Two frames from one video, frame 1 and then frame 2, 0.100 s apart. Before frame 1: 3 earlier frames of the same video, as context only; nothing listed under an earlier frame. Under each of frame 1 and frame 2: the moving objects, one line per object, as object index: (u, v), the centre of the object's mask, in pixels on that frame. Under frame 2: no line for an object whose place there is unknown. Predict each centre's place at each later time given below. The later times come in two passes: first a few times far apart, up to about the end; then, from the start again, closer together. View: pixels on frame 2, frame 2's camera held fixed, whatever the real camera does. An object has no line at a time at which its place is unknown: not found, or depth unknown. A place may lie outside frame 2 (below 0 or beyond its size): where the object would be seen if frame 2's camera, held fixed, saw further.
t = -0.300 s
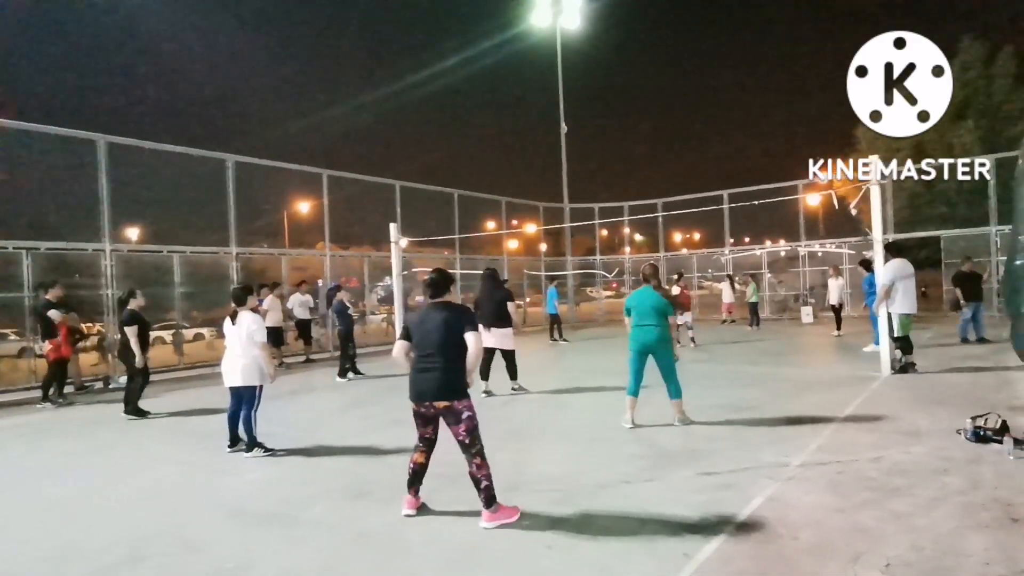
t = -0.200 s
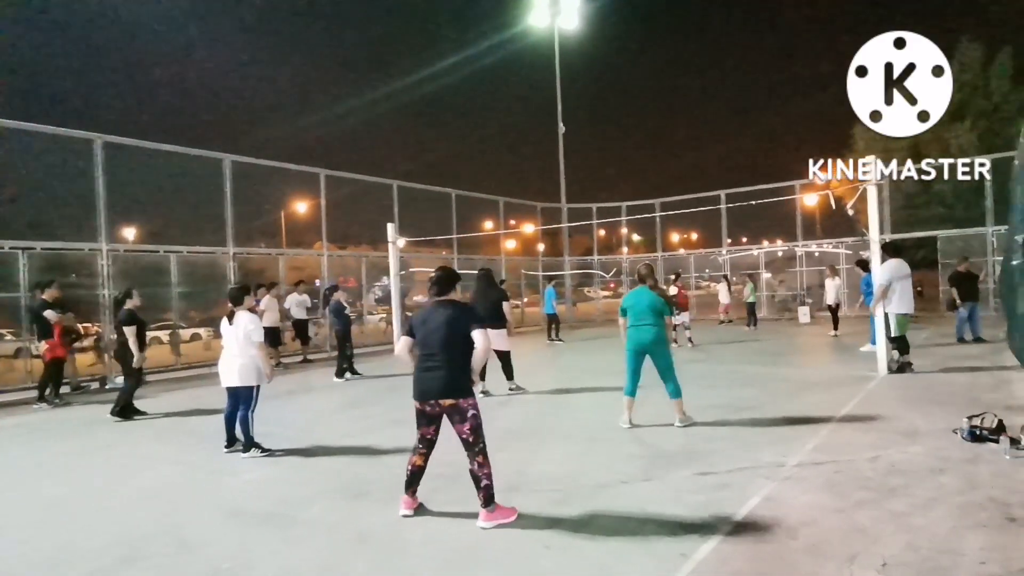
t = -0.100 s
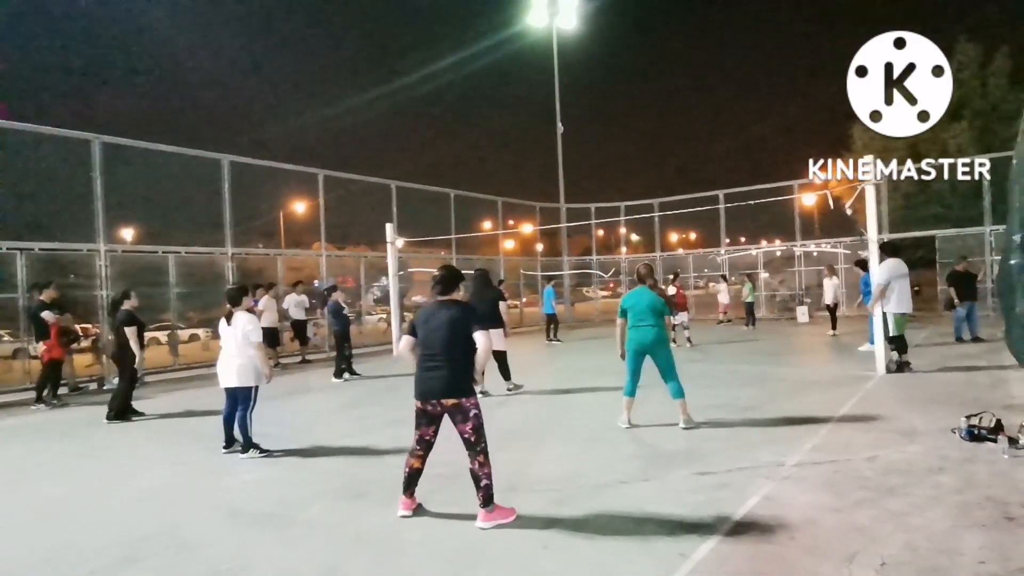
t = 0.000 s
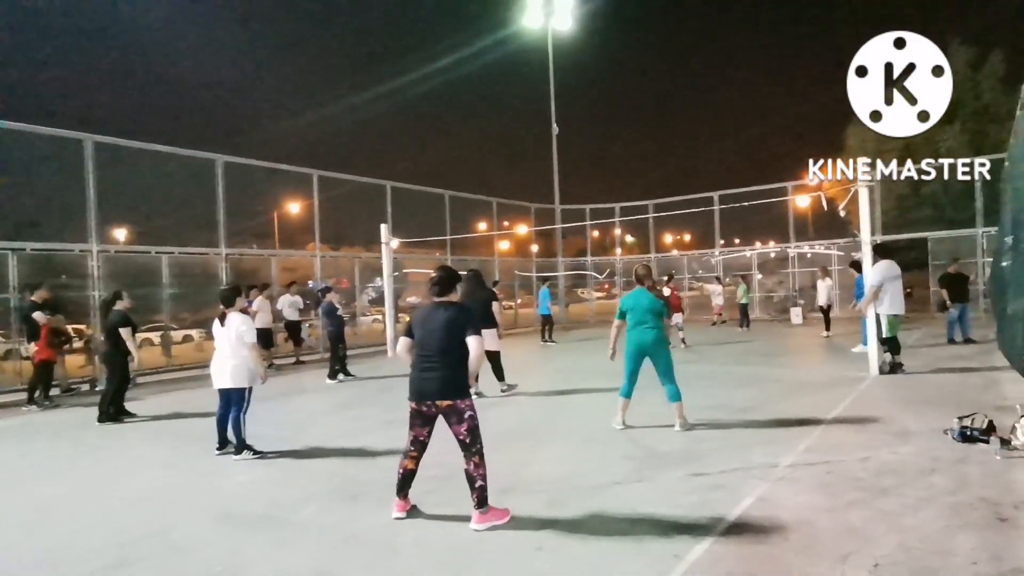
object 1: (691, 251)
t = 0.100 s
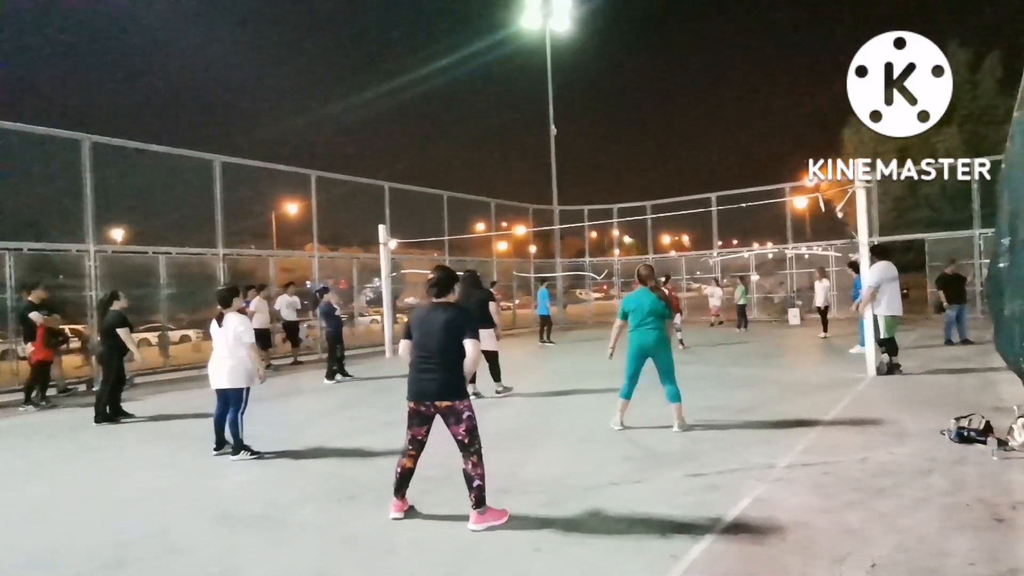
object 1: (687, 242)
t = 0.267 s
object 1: (676, 205)
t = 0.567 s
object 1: (654, 150)
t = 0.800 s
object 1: (630, 123)
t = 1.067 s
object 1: (588, 126)
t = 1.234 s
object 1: (554, 152)
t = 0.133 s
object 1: (684, 233)
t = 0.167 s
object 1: (683, 228)
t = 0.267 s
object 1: (676, 205)
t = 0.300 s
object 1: (674, 197)
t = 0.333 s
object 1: (672, 191)
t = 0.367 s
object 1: (670, 185)
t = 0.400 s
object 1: (668, 178)
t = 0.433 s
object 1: (665, 172)
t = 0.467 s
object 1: (663, 166)
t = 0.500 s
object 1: (660, 160)
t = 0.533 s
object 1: (658, 155)
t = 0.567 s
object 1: (654, 150)
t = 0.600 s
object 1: (651, 145)
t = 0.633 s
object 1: (648, 140)
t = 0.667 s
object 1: (645, 136)
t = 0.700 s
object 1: (641, 132)
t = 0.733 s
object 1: (637, 128)
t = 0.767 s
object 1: (633, 125)
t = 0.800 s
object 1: (630, 123)
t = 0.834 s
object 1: (625, 121)
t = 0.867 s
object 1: (621, 120)
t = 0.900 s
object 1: (616, 119)
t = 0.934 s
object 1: (611, 119)
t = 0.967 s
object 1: (606, 120)
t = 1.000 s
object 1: (600, 121)
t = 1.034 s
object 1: (594, 123)
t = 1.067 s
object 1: (588, 126)
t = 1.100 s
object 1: (582, 129)
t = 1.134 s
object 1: (575, 133)
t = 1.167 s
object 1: (569, 138)
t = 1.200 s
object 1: (561, 145)
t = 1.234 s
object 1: (554, 152)
